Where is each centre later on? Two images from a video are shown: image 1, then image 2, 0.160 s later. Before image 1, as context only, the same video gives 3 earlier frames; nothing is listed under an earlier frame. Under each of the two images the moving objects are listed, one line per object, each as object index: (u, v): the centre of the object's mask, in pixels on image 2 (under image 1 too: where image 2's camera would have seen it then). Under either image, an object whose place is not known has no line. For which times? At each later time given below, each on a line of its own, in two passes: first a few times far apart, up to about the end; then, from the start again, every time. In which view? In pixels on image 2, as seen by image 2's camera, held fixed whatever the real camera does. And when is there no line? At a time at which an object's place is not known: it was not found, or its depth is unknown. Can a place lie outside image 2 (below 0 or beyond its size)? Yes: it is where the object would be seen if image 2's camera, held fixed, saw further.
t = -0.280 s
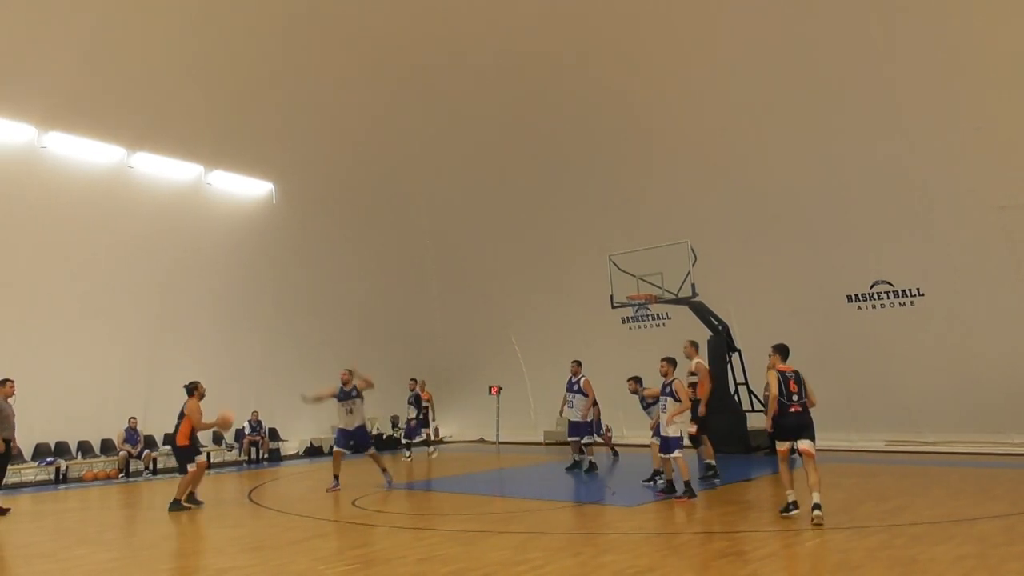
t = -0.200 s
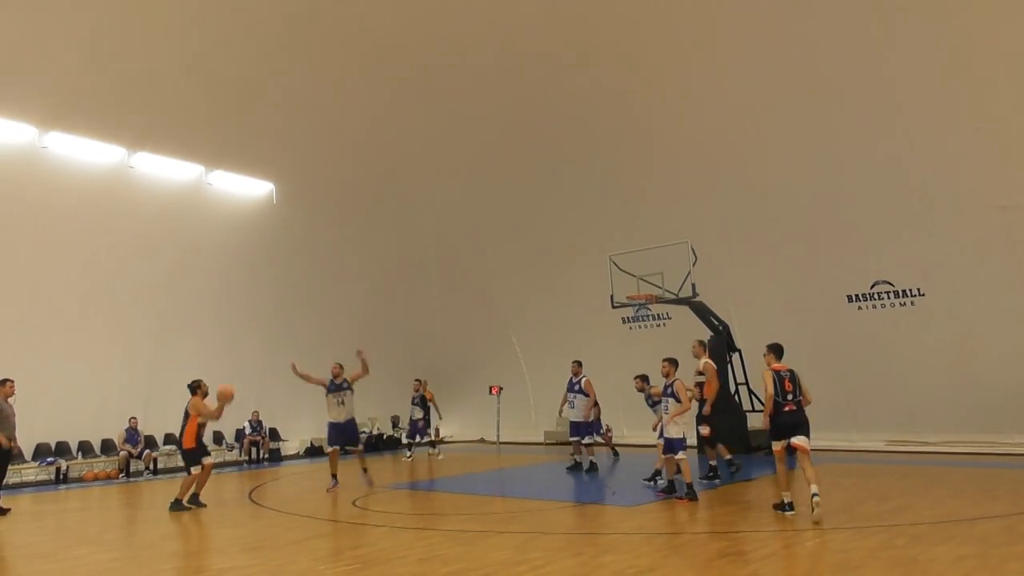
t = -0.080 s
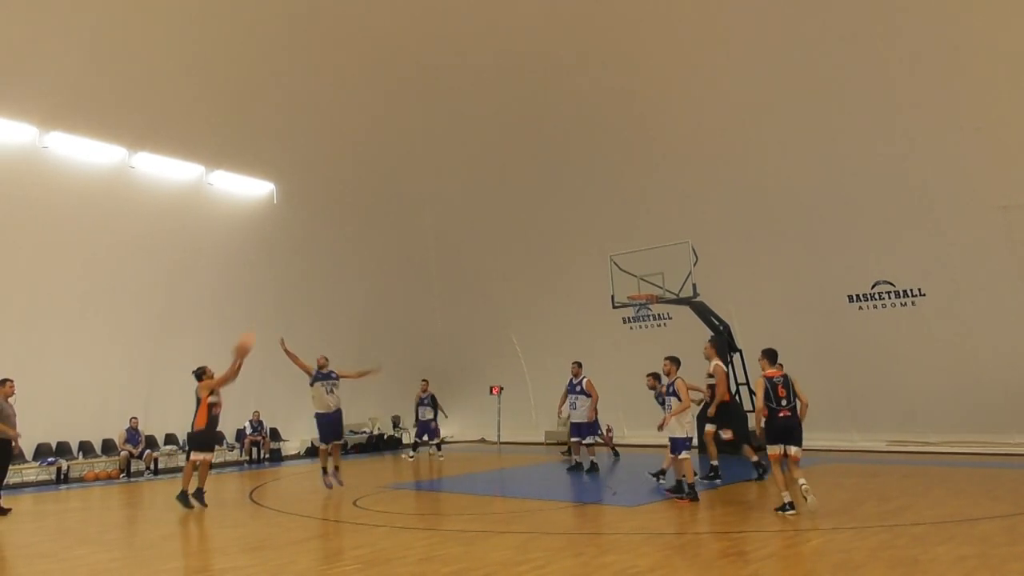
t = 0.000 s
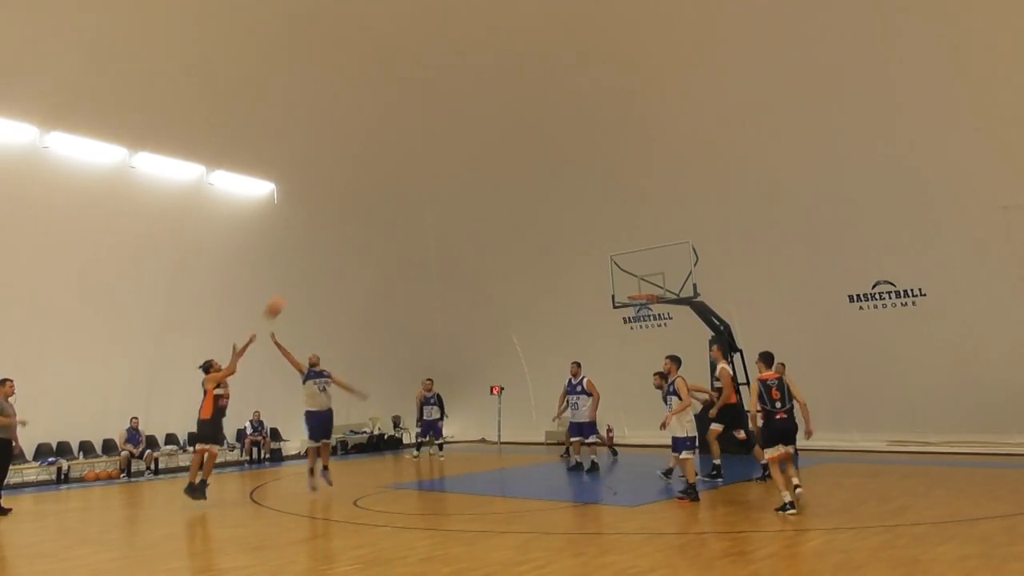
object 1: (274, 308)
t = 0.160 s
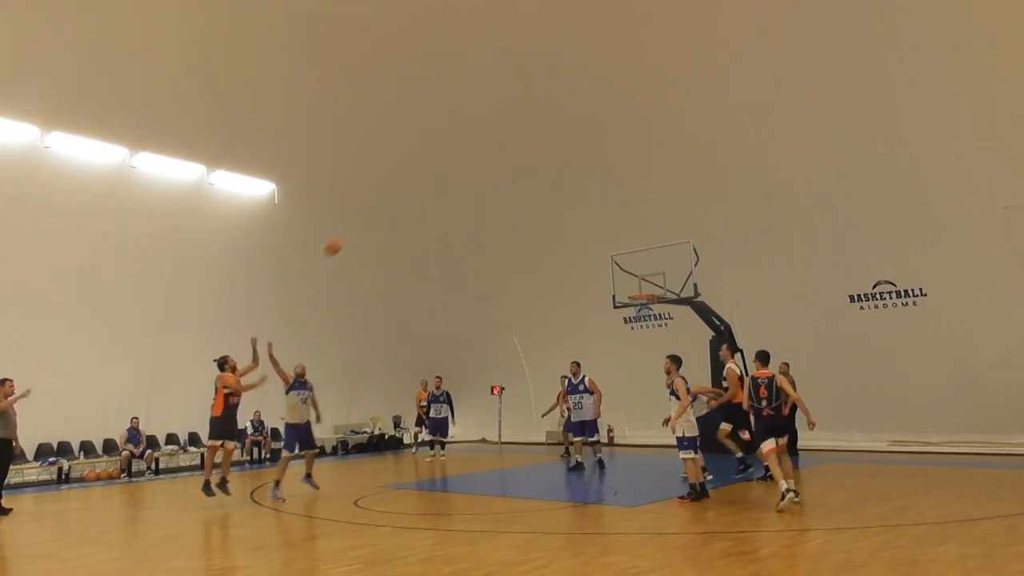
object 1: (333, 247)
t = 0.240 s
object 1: (362, 223)
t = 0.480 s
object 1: (439, 180)
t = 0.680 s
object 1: (497, 174)
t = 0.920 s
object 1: (563, 193)
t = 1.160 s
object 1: (623, 240)
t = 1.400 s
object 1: (660, 306)
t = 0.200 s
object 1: (348, 234)
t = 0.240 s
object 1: (362, 223)
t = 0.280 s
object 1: (375, 213)
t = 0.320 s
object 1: (388, 205)
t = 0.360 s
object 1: (400, 197)
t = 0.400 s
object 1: (414, 191)
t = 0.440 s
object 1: (426, 185)
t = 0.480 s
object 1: (439, 180)
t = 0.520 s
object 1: (451, 177)
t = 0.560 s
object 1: (462, 175)
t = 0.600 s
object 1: (474, 173)
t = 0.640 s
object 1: (486, 173)
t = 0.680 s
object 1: (497, 174)
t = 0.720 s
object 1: (508, 175)
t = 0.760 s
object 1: (519, 176)
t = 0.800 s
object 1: (530, 179)
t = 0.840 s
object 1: (542, 184)
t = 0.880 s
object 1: (553, 187)
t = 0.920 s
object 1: (563, 193)
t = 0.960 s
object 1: (573, 199)
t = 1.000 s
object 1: (584, 206)
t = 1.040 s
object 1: (594, 214)
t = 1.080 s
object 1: (604, 222)
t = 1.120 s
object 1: (614, 231)
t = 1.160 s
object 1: (623, 240)
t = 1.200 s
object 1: (634, 251)
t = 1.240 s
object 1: (645, 263)
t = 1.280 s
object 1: (654, 275)
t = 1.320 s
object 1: (662, 287)
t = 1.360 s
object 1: (661, 297)
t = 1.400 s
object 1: (660, 306)
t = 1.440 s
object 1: (658, 314)
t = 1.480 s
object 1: (658, 329)
